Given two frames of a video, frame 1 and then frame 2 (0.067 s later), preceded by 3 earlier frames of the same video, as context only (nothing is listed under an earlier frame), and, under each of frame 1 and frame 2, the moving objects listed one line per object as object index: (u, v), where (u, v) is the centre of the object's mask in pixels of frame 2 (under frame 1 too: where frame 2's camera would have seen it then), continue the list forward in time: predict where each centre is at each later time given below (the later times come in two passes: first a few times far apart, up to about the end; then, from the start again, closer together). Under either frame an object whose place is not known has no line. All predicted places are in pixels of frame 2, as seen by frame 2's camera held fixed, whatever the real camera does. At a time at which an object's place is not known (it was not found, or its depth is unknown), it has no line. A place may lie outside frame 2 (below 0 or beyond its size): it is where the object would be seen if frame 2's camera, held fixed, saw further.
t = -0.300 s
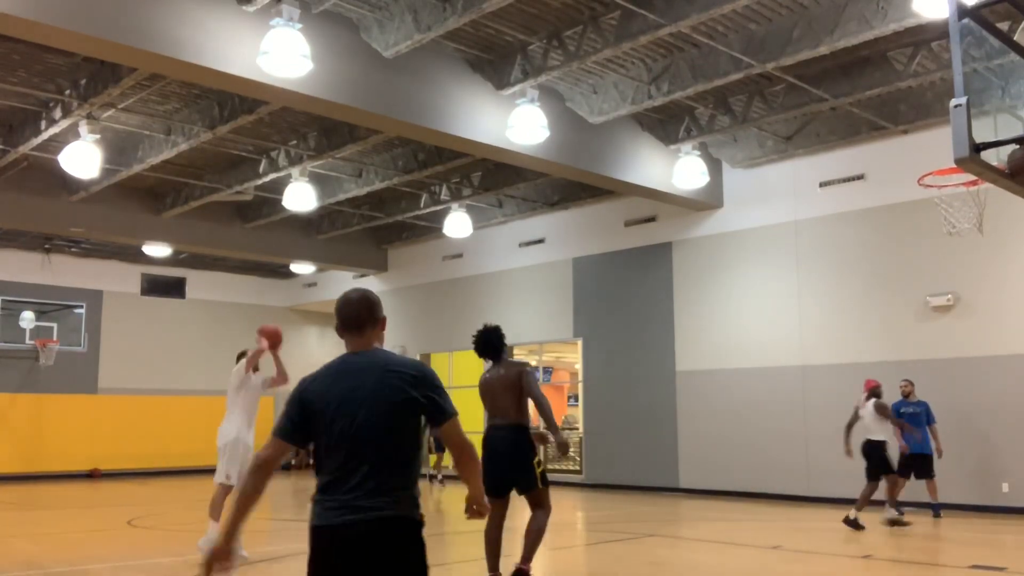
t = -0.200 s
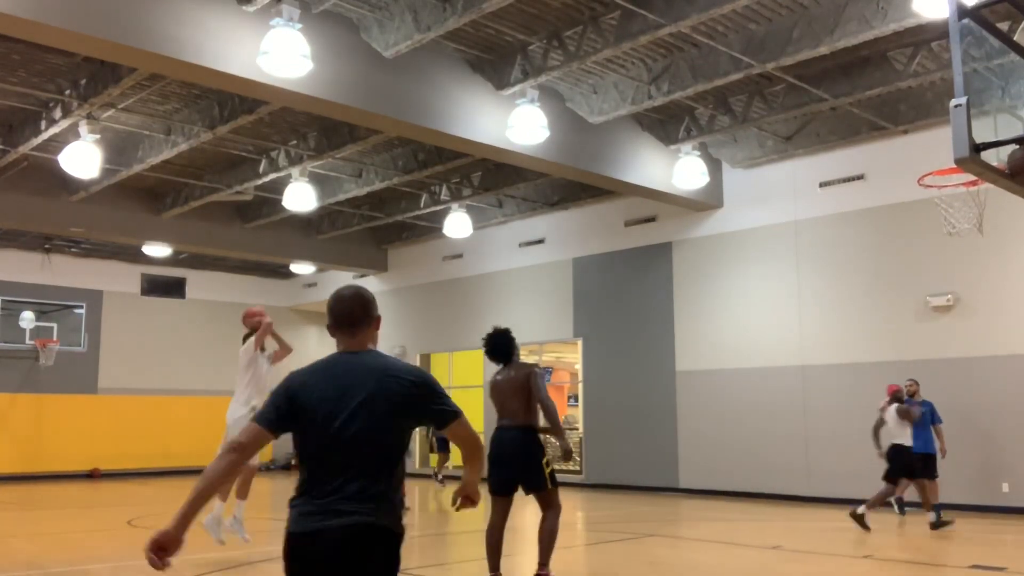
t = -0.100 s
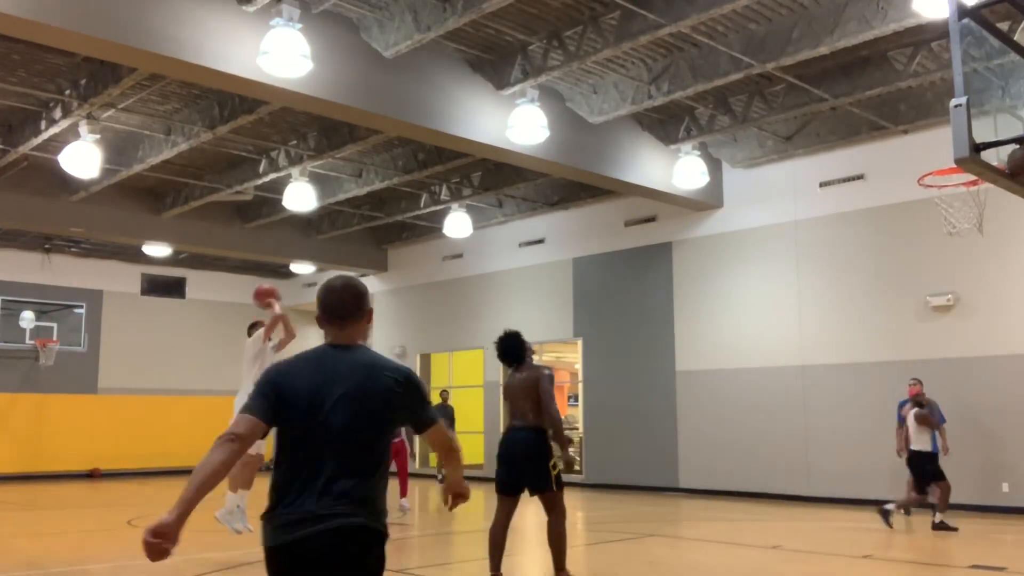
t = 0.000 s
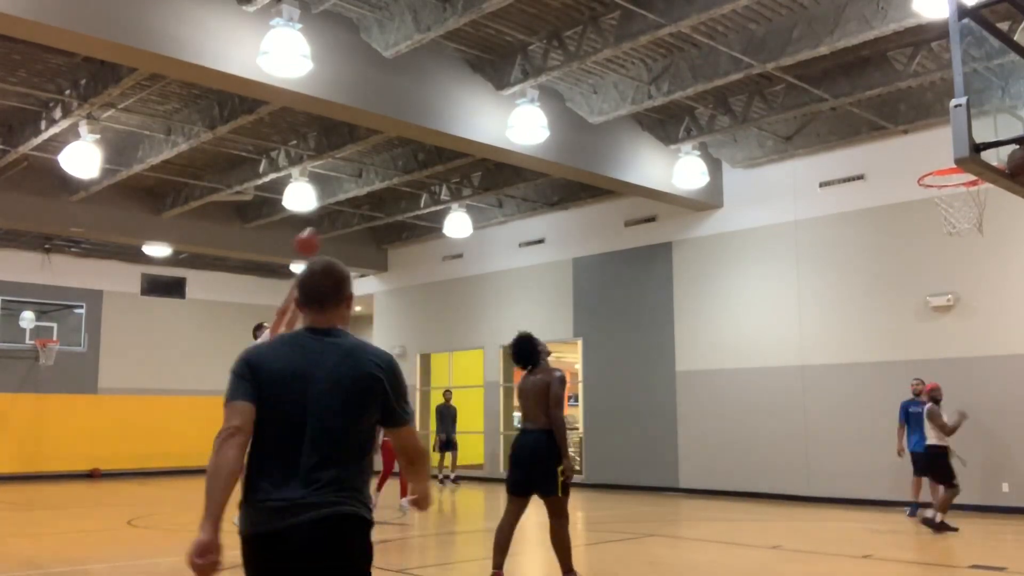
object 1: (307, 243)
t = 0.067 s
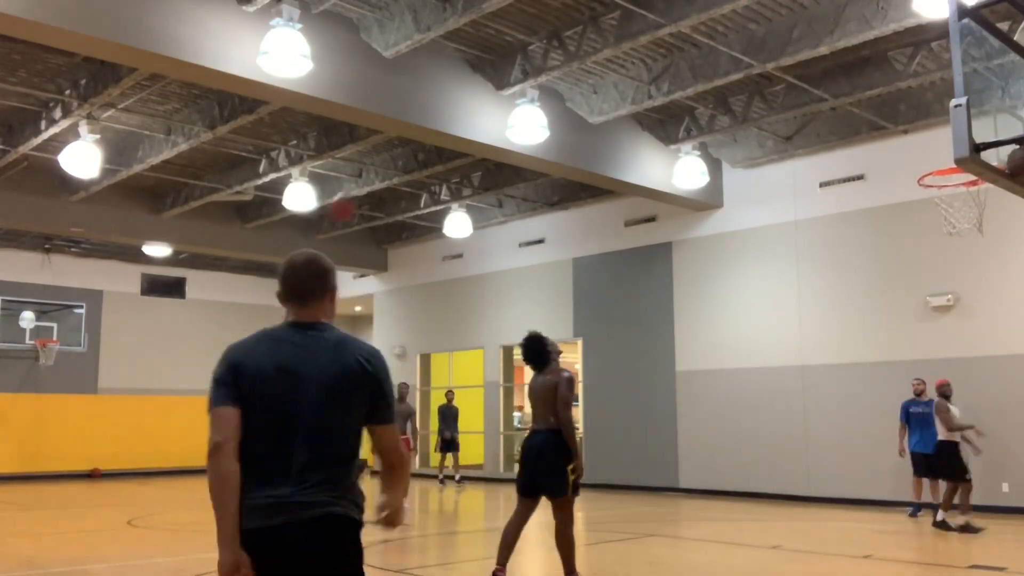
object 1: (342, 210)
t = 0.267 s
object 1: (450, 121)
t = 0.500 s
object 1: (587, 69)
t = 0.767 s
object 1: (761, 77)
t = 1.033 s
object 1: (966, 183)
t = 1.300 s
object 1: (949, 392)
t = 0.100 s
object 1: (361, 191)
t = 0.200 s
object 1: (414, 146)
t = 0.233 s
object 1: (432, 133)
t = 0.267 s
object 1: (450, 121)
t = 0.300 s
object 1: (469, 110)
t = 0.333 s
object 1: (489, 100)
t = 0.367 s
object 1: (507, 91)
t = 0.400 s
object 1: (527, 84)
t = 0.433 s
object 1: (547, 79)
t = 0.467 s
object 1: (567, 73)
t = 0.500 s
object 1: (587, 69)
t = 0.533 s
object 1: (608, 65)
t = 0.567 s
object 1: (629, 63)
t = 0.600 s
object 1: (650, 63)
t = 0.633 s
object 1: (673, 62)
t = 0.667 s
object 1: (693, 63)
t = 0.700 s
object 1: (717, 66)
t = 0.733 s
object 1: (738, 71)
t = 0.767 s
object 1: (761, 77)
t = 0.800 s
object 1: (786, 83)
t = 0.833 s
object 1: (811, 92)
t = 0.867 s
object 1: (835, 102)
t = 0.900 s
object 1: (861, 113)
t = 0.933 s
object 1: (887, 126)
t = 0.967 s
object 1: (913, 141)
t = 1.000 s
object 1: (938, 157)
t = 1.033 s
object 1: (966, 183)
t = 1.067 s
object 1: (975, 199)
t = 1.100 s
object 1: (971, 223)
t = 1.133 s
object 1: (966, 248)
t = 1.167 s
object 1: (962, 274)
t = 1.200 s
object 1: (959, 301)
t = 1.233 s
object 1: (956, 330)
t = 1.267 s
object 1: (952, 361)
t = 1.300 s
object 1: (949, 392)
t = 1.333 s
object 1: (946, 426)
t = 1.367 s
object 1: (943, 461)
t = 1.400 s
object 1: (941, 496)
